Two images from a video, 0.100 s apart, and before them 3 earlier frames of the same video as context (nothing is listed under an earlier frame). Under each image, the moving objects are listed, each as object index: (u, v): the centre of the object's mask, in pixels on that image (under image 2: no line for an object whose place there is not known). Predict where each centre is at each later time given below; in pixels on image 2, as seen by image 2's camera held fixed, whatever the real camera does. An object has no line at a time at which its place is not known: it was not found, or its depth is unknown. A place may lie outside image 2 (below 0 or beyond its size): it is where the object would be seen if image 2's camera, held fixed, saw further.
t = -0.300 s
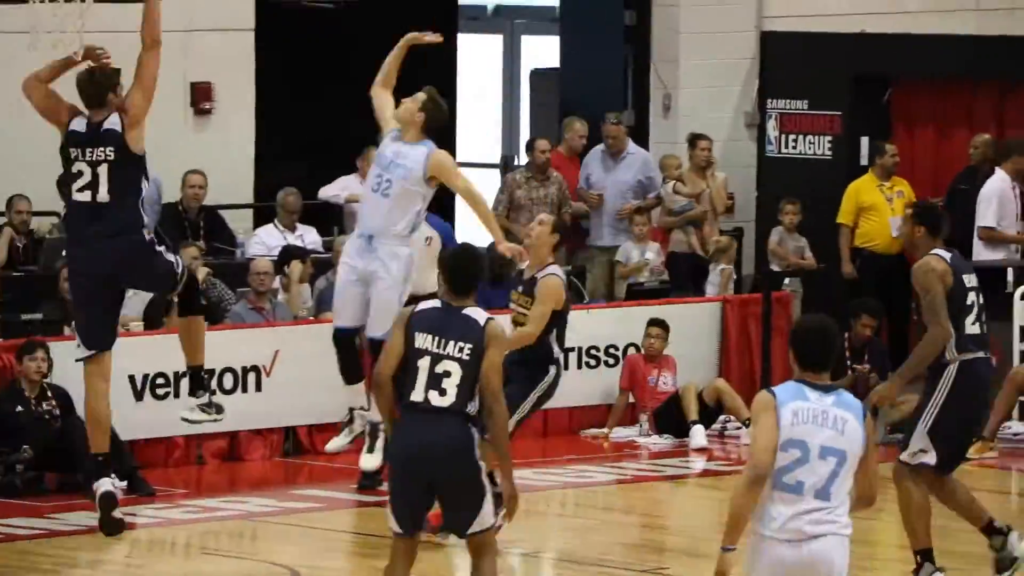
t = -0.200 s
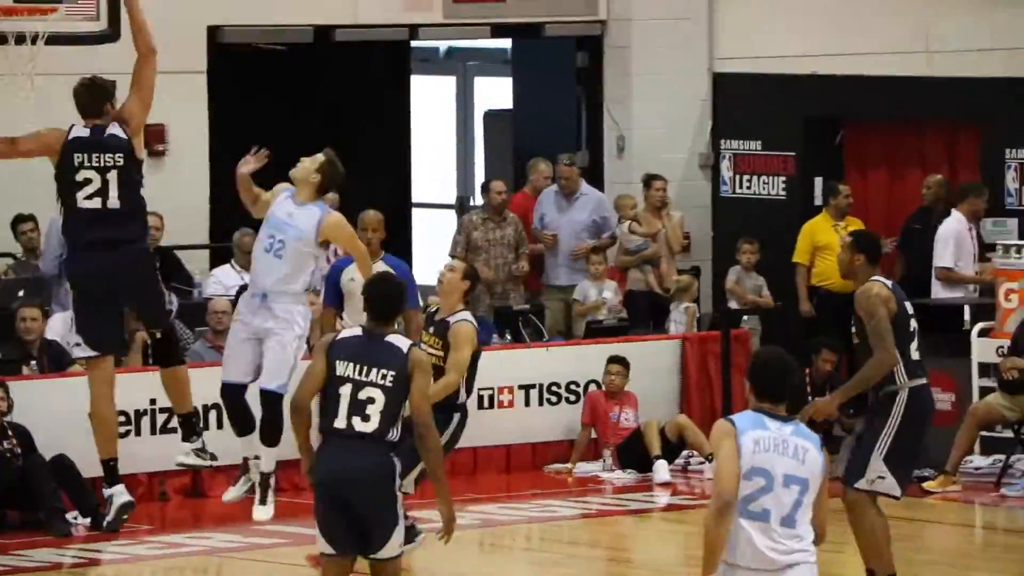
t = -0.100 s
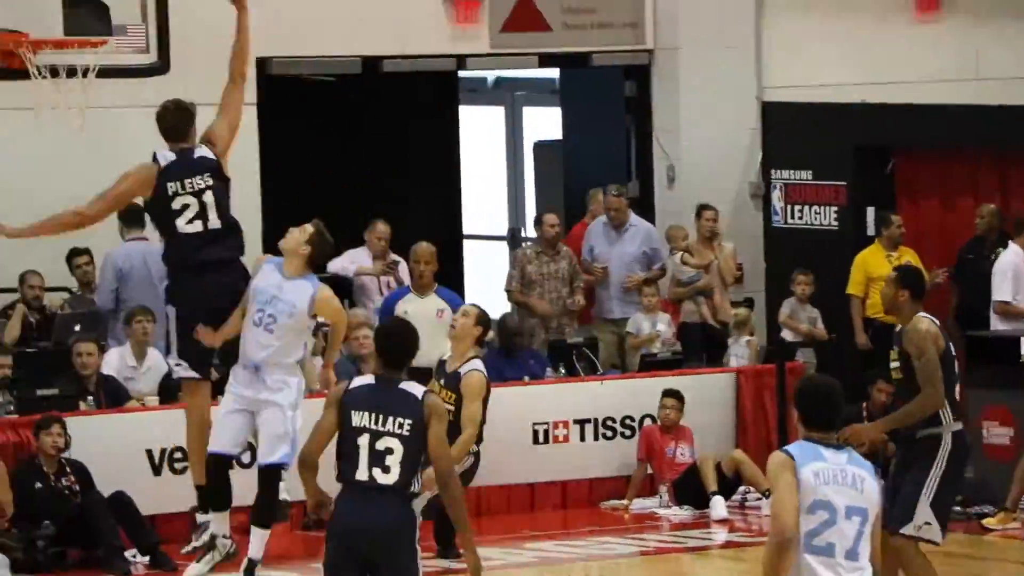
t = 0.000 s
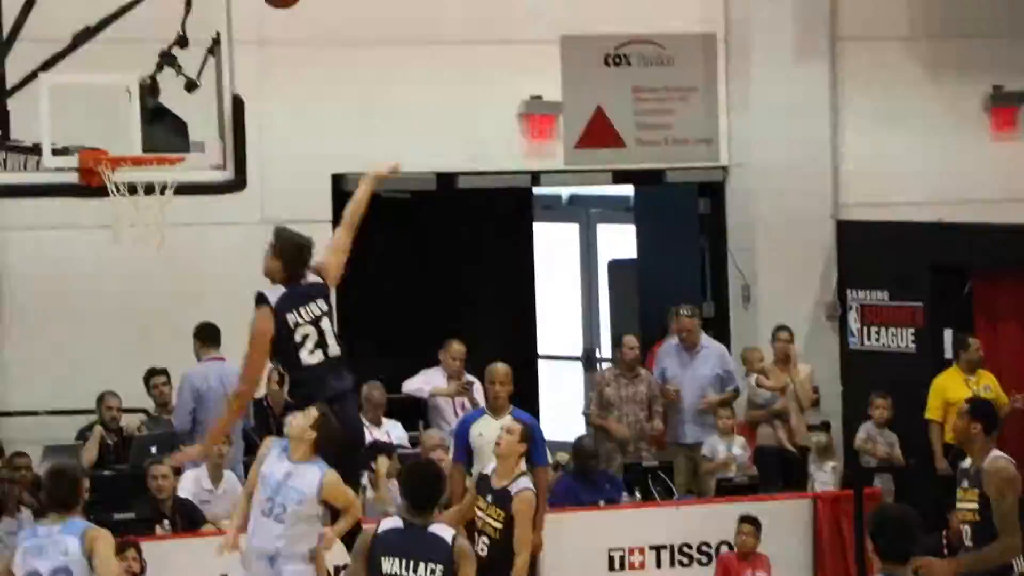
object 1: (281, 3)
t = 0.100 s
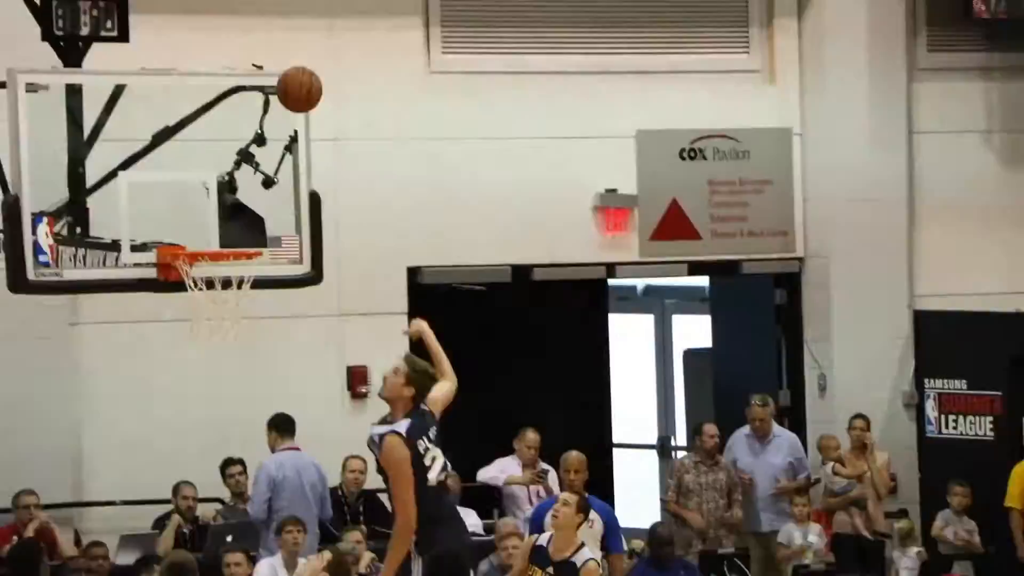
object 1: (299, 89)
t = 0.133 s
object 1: (280, 96)
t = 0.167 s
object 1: (262, 105)
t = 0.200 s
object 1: (243, 116)
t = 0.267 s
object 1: (213, 140)
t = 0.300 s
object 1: (210, 151)
